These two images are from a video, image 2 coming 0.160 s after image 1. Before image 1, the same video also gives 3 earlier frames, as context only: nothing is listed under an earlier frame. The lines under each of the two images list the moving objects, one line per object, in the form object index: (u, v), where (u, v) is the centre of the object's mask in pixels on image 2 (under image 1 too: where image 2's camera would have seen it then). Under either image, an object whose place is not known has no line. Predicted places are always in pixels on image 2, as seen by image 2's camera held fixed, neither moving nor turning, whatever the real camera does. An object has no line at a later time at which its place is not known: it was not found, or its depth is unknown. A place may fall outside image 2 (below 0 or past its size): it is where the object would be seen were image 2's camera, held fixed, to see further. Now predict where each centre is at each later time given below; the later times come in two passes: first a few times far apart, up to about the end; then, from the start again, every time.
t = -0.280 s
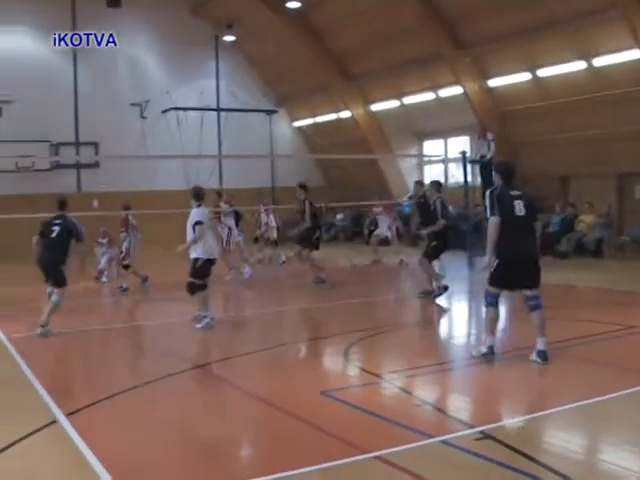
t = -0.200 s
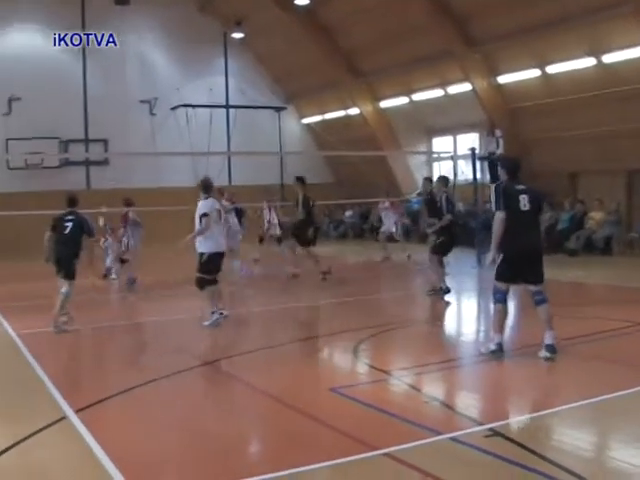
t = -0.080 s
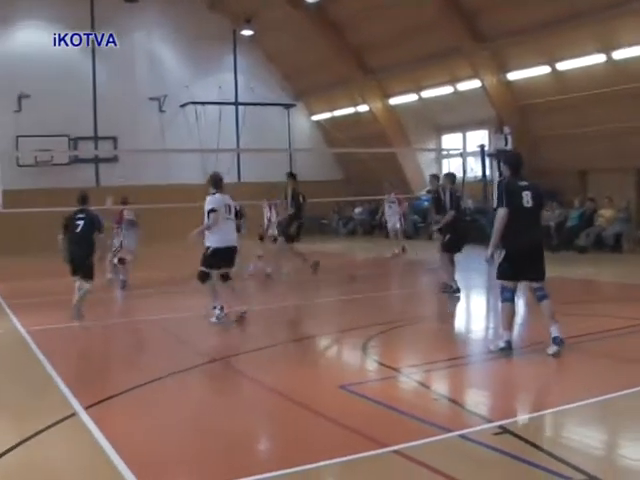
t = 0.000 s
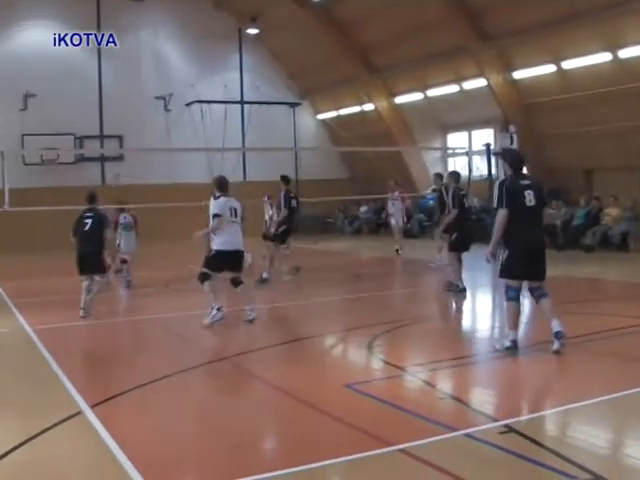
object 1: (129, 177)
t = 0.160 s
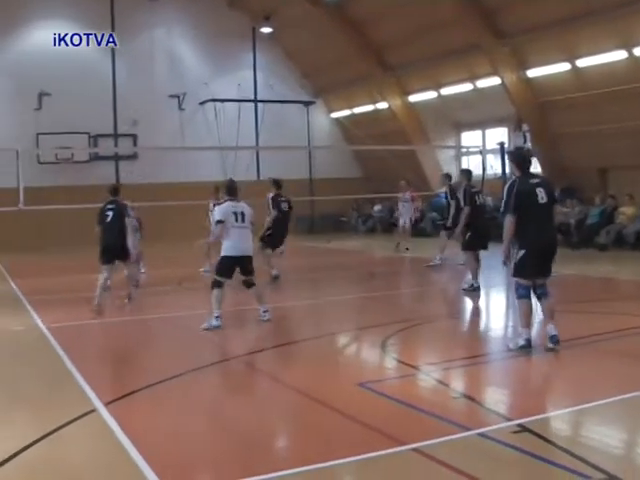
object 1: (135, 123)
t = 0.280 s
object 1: (135, 94)
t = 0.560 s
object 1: (141, 52)
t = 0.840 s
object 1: (148, 49)
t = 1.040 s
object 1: (154, 70)
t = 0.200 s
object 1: (133, 112)
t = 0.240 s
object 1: (134, 102)
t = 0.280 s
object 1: (135, 94)
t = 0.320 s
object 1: (135, 84)
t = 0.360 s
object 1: (136, 79)
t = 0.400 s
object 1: (137, 73)
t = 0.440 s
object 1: (137, 66)
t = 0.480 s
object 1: (138, 61)
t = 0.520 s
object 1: (140, 56)
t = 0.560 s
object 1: (141, 52)
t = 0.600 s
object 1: (143, 49)
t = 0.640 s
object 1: (143, 47)
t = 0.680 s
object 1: (143, 46)
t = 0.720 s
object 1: (144, 46)
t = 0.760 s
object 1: (146, 47)
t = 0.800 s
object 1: (146, 48)
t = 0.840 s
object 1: (148, 49)
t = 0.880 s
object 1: (149, 52)
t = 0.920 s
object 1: (150, 54)
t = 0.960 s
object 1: (151, 57)
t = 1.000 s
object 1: (153, 65)
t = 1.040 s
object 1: (154, 70)
